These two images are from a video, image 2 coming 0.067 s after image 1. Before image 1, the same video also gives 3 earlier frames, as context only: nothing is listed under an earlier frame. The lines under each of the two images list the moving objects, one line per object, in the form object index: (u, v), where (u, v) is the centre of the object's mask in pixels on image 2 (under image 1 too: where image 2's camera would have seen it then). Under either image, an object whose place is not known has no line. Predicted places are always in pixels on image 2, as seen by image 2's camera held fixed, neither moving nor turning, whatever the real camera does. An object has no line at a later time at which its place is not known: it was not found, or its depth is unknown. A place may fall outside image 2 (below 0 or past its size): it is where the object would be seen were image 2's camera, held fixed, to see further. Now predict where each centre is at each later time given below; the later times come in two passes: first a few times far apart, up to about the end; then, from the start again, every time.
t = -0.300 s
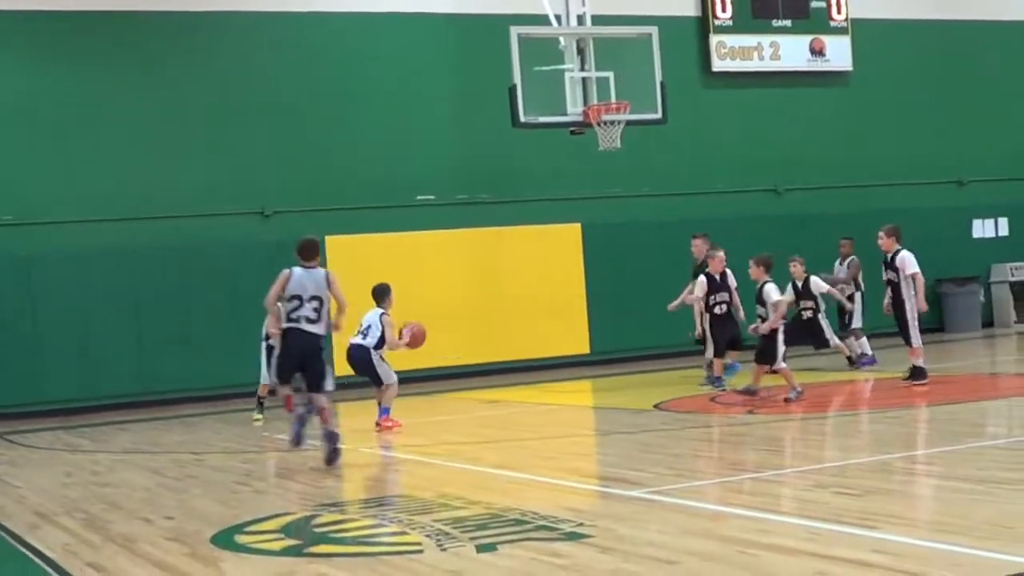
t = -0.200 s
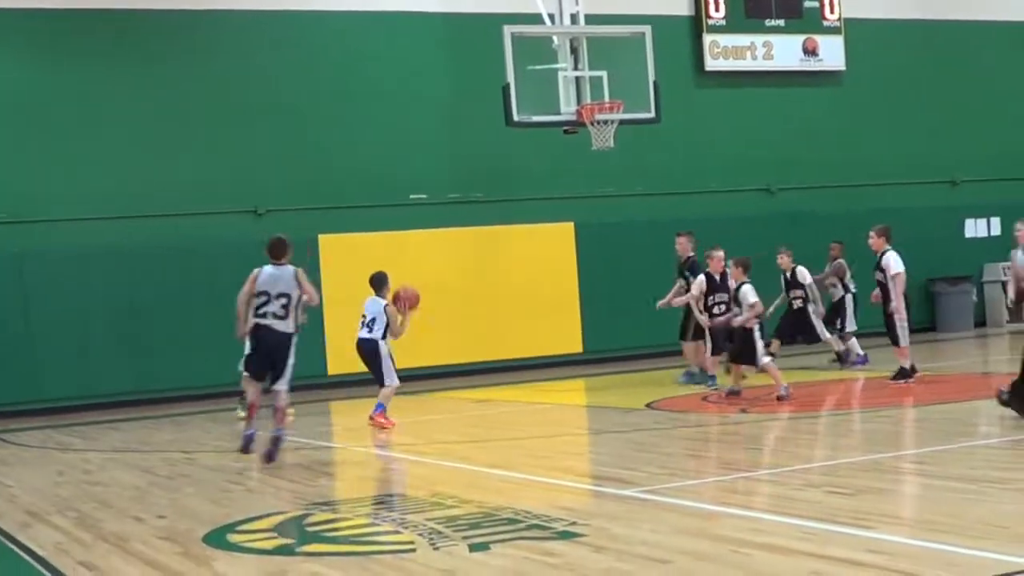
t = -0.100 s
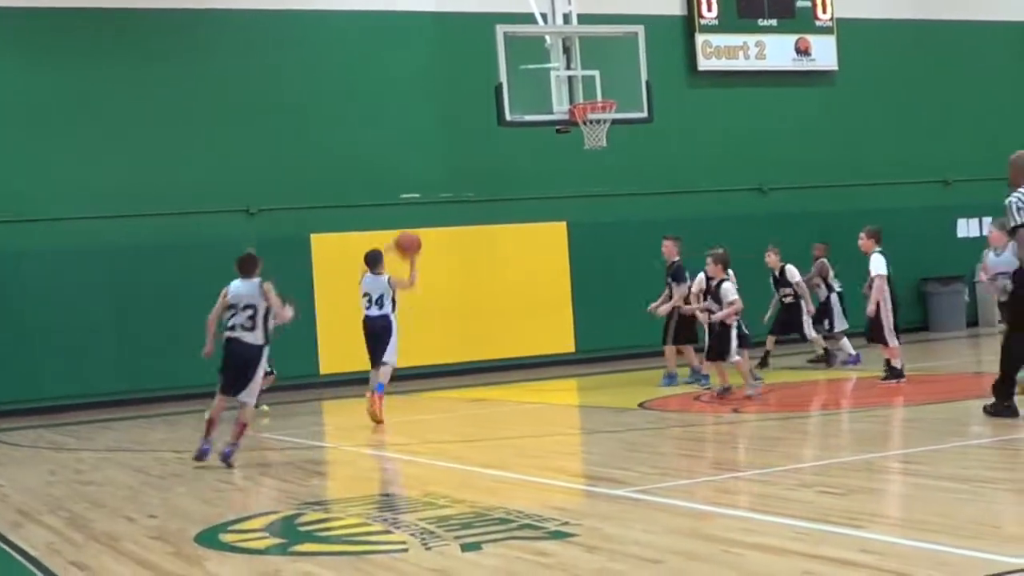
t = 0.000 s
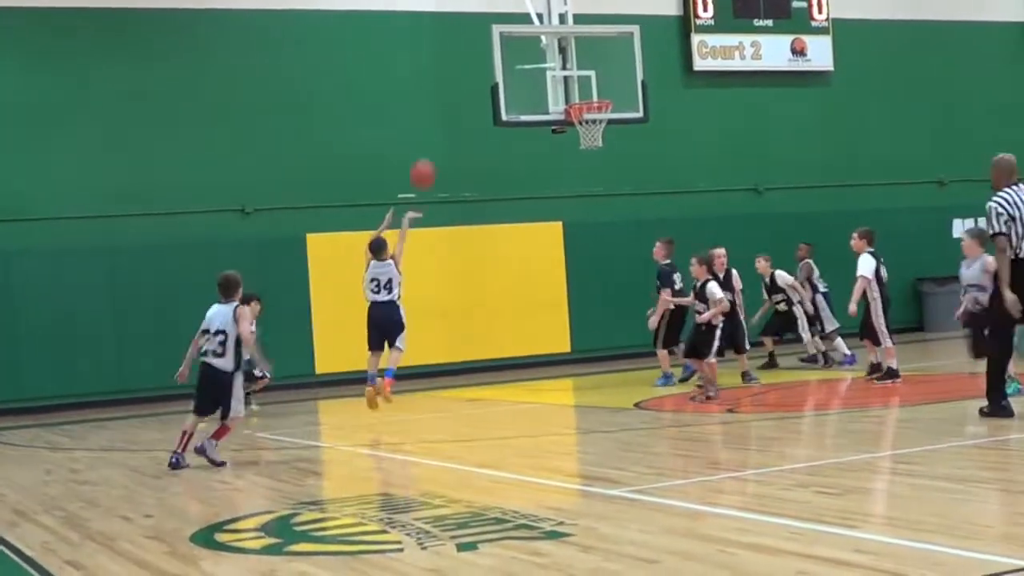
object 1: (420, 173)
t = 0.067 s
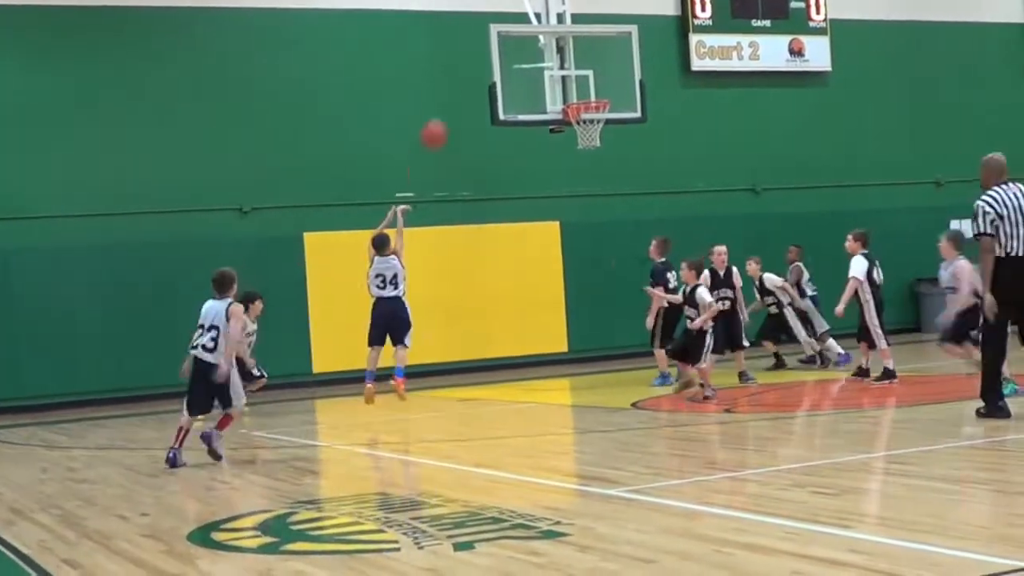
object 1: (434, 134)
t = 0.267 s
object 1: (473, 51)
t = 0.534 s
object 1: (522, 11)
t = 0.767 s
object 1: (565, 32)
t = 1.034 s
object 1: (599, 86)
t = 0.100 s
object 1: (441, 117)
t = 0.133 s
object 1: (447, 100)
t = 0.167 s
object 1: (453, 86)
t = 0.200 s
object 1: (460, 72)
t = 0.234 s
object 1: (466, 61)
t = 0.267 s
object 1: (473, 51)
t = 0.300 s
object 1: (478, 42)
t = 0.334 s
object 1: (485, 33)
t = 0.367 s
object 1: (490, 27)
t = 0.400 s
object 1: (498, 21)
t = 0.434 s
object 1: (504, 16)
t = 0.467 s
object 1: (509, 13)
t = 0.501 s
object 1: (515, 11)
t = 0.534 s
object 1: (522, 11)
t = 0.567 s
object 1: (528, 11)
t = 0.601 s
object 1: (535, 11)
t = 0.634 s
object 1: (541, 13)
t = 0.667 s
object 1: (547, 17)
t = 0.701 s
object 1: (553, 21)
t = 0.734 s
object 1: (559, 27)
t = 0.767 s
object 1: (565, 32)
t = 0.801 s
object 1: (570, 40)
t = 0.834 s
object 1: (577, 47)
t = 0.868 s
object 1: (585, 56)
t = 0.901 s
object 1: (589, 66)
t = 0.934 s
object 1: (595, 76)
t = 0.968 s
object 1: (602, 88)
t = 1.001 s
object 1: (603, 91)
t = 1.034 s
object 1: (599, 86)
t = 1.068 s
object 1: (595, 82)
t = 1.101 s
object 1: (591, 78)
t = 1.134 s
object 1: (587, 75)
